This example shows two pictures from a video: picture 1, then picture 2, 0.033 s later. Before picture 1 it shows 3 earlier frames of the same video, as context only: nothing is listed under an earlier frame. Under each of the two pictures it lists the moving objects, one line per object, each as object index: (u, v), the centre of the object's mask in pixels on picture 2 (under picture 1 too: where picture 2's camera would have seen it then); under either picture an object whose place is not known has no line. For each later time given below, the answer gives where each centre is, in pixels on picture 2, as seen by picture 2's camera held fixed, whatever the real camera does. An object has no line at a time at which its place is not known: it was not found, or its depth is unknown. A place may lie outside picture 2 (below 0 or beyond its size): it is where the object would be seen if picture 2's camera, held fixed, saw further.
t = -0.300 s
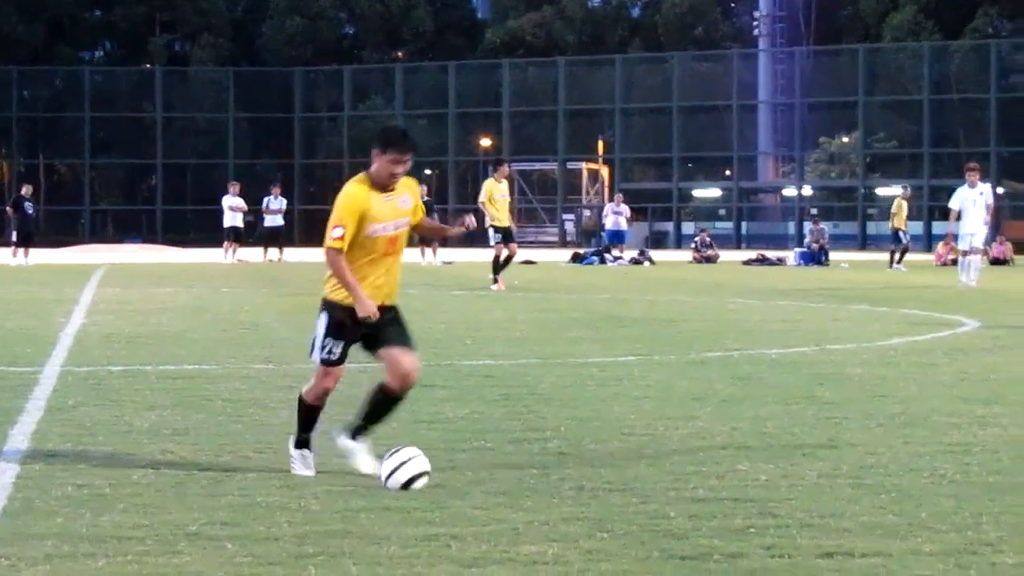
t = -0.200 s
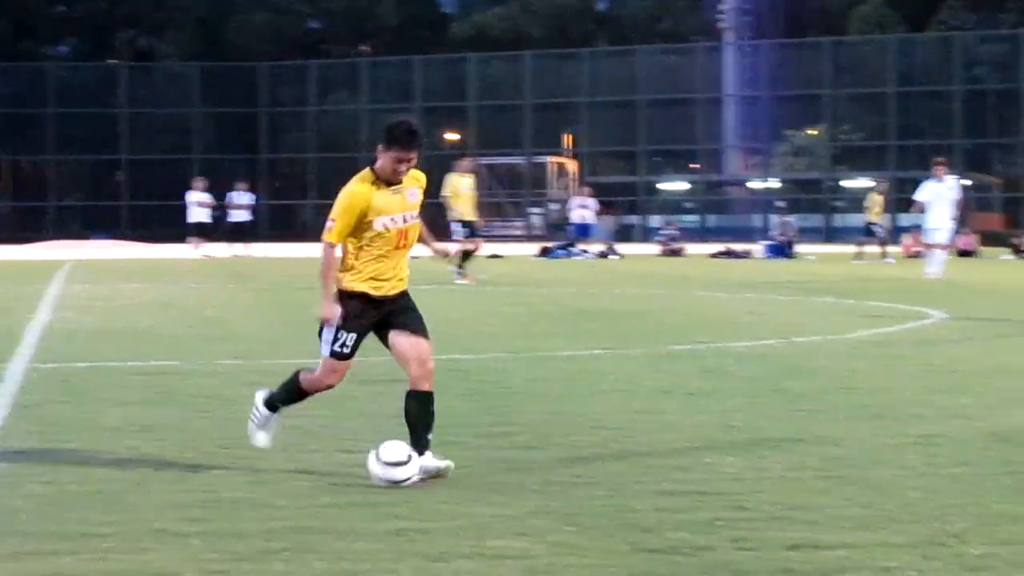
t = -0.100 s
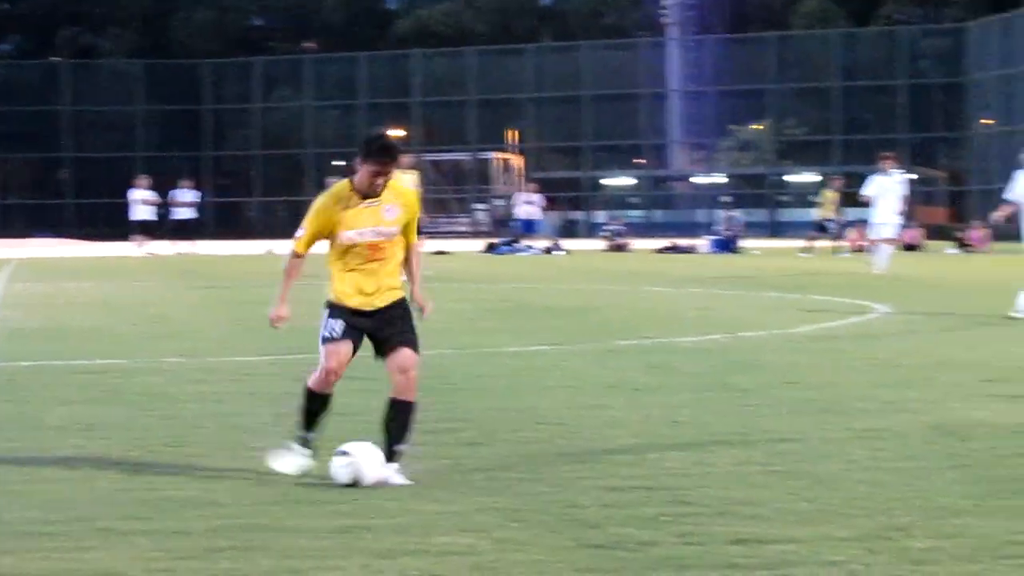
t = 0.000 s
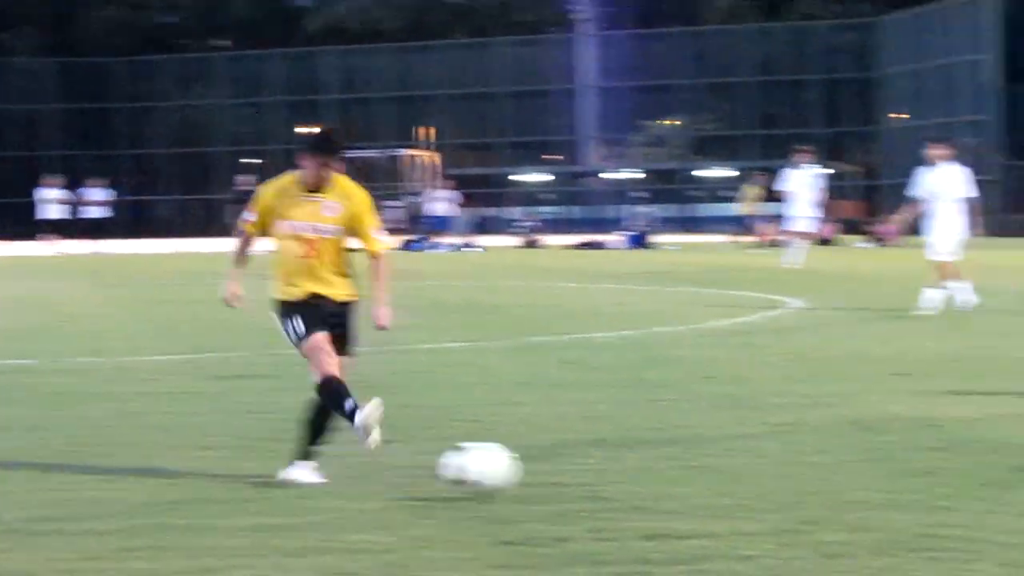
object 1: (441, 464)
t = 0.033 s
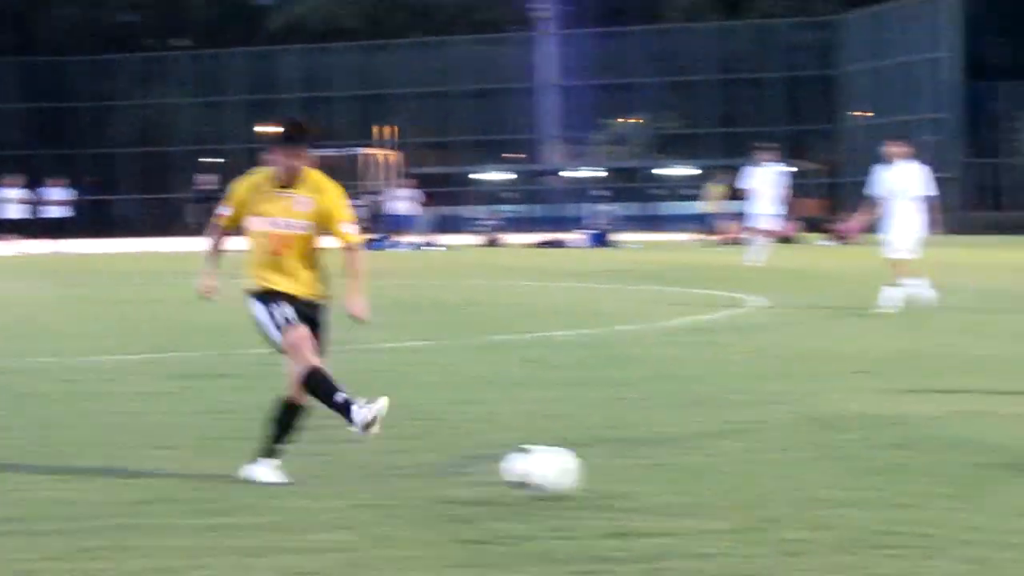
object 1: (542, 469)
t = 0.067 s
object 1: (648, 478)
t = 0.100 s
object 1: (759, 492)
